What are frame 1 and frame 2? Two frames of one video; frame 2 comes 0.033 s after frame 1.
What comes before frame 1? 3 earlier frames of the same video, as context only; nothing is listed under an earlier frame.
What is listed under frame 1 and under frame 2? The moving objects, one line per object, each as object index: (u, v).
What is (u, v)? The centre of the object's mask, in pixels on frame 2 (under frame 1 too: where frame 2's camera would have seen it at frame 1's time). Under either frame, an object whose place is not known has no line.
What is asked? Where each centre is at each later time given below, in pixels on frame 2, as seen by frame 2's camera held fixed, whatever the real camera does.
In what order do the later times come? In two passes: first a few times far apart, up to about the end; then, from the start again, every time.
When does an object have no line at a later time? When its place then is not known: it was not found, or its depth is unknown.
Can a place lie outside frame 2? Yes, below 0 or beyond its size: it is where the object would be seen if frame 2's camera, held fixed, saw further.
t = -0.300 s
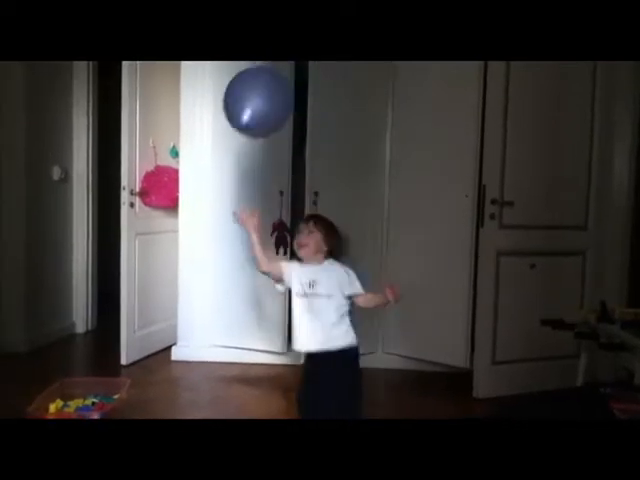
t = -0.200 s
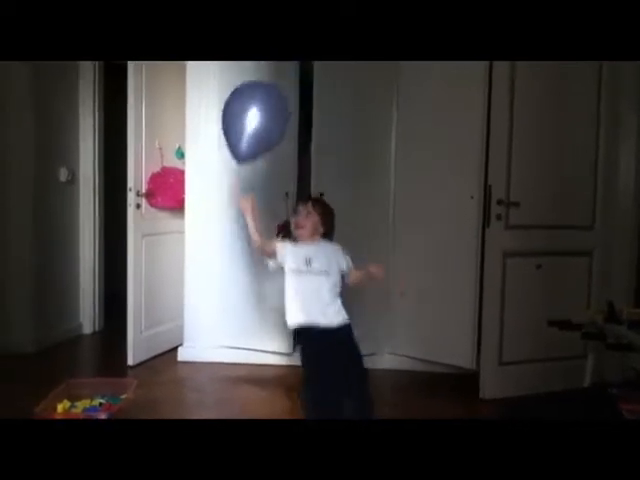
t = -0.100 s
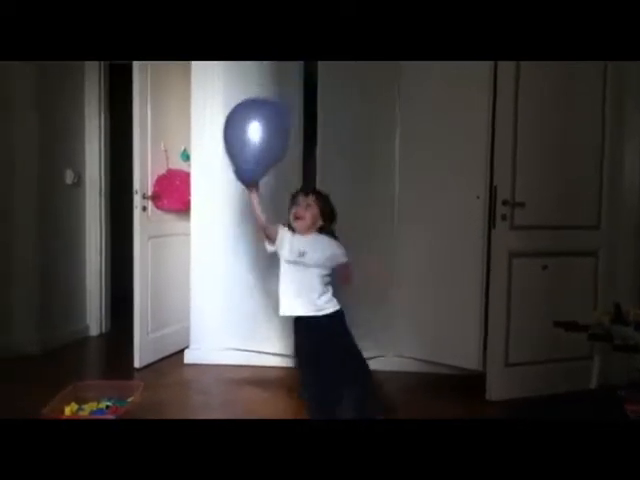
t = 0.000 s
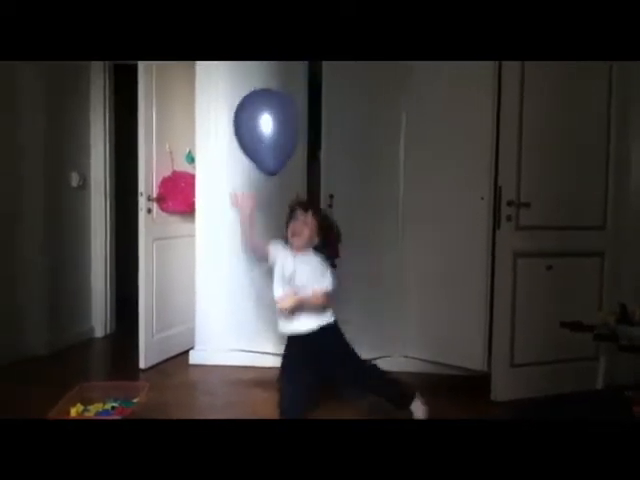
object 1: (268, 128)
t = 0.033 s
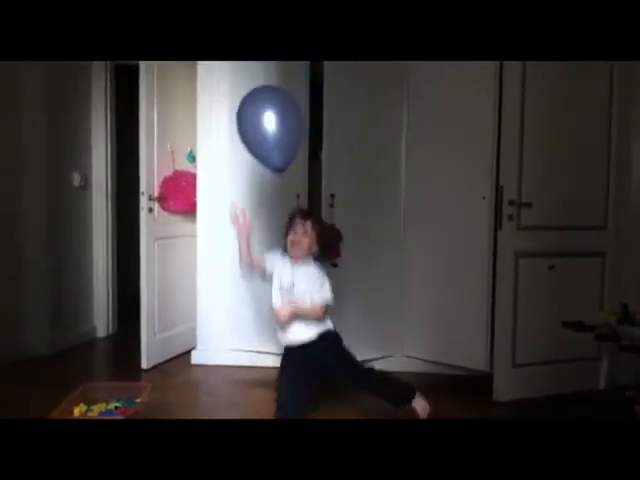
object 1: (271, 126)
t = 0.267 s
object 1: (287, 128)
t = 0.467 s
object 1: (303, 159)
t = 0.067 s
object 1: (272, 125)
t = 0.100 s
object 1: (275, 123)
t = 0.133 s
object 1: (277, 122)
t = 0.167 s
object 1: (280, 123)
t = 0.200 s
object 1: (282, 124)
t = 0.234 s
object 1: (284, 125)
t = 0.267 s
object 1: (287, 128)
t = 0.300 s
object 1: (290, 132)
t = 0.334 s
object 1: (292, 135)
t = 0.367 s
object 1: (295, 140)
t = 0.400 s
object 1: (299, 147)
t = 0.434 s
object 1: (301, 153)
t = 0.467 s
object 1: (303, 159)
